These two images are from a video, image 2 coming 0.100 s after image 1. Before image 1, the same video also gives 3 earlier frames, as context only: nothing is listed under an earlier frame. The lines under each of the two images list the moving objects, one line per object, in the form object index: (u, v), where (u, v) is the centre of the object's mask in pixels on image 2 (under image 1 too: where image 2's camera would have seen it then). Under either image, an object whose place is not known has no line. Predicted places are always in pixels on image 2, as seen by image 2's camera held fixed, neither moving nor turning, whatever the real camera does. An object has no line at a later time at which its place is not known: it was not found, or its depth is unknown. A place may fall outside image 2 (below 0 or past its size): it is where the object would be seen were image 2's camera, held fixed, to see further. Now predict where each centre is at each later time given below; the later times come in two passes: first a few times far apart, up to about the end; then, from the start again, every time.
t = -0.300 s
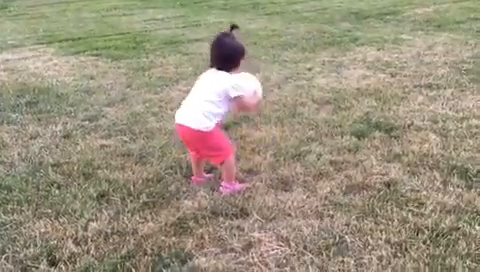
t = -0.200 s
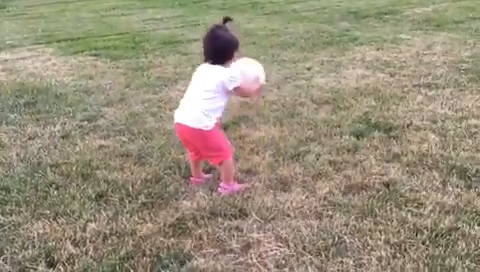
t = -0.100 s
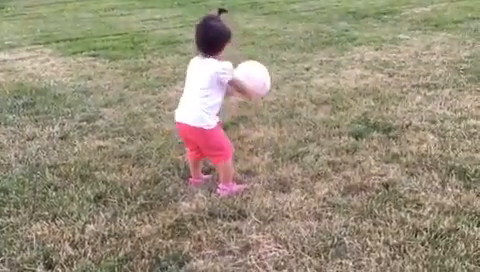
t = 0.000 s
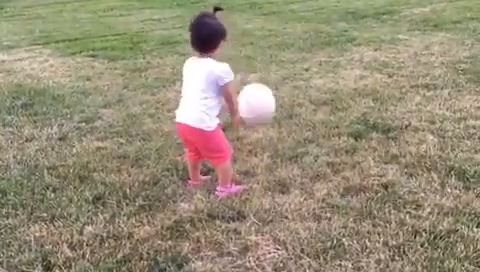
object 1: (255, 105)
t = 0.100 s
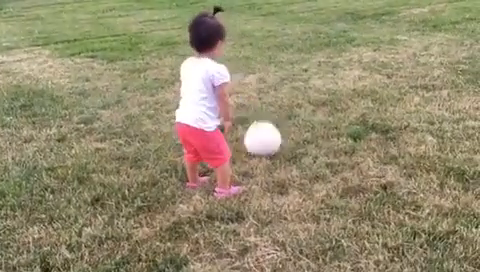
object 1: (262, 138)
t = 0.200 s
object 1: (269, 130)
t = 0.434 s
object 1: (284, 139)
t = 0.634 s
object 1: (290, 139)
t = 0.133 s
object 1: (264, 136)
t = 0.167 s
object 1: (267, 132)
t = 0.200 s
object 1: (269, 130)
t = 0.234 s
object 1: (271, 130)
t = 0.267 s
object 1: (273, 131)
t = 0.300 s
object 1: (276, 134)
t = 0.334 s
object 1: (278, 138)
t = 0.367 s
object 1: (281, 139)
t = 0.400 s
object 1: (282, 139)
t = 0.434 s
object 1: (284, 139)
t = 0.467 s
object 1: (286, 139)
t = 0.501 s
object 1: (287, 139)
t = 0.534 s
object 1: (288, 139)
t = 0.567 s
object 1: (289, 139)
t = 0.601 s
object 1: (290, 139)
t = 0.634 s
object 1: (290, 139)
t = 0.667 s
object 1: (290, 139)
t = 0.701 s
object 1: (291, 139)
